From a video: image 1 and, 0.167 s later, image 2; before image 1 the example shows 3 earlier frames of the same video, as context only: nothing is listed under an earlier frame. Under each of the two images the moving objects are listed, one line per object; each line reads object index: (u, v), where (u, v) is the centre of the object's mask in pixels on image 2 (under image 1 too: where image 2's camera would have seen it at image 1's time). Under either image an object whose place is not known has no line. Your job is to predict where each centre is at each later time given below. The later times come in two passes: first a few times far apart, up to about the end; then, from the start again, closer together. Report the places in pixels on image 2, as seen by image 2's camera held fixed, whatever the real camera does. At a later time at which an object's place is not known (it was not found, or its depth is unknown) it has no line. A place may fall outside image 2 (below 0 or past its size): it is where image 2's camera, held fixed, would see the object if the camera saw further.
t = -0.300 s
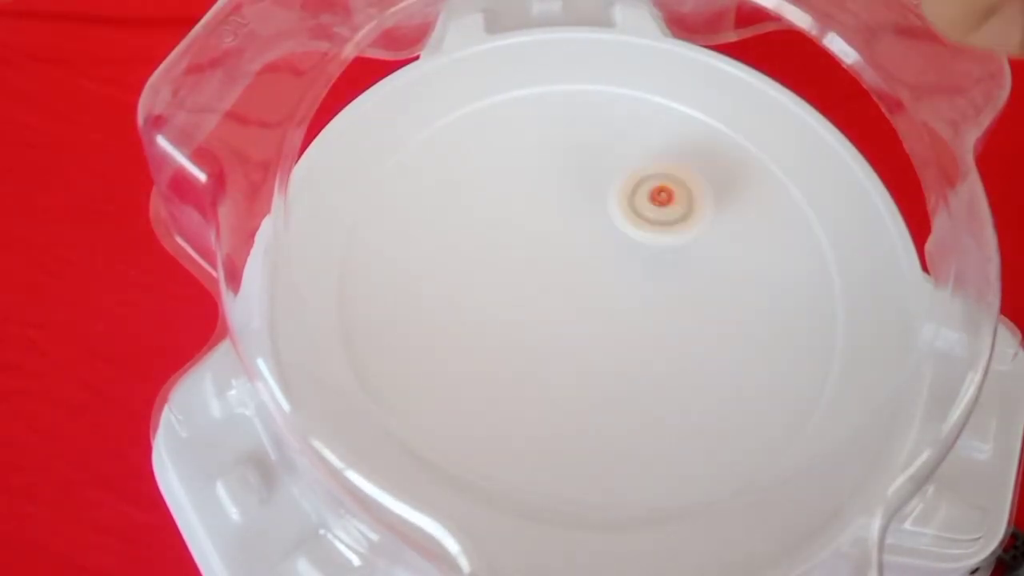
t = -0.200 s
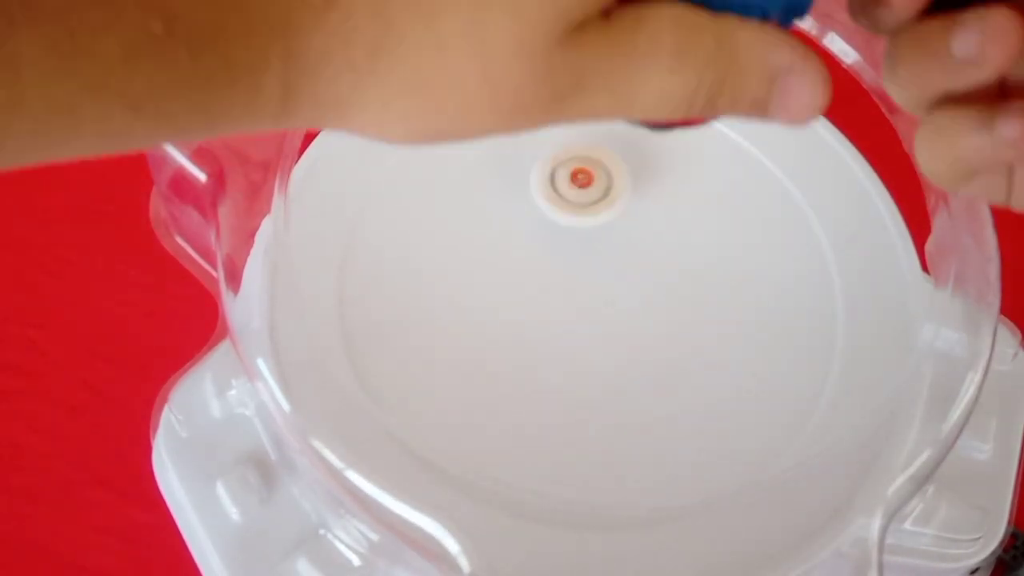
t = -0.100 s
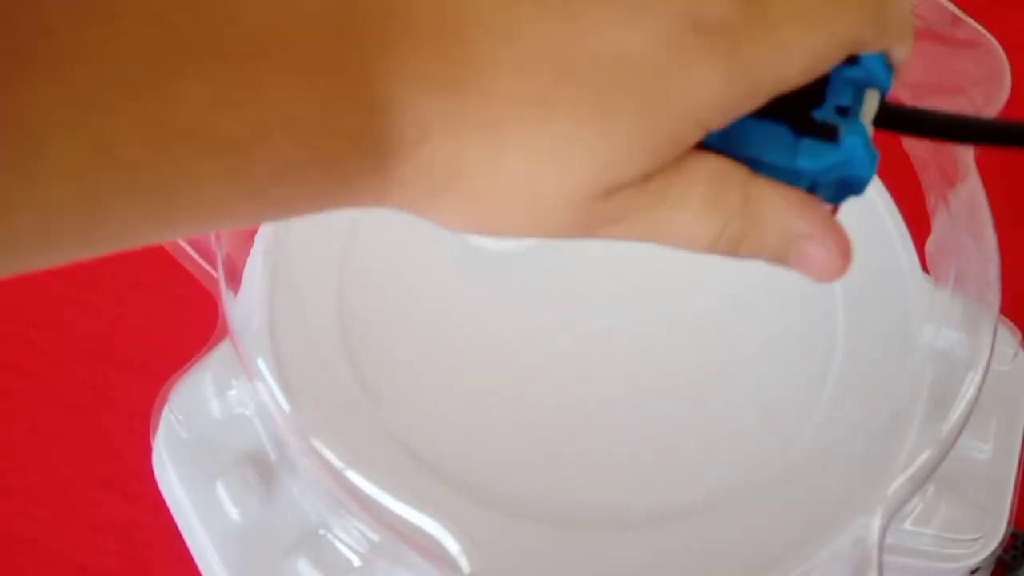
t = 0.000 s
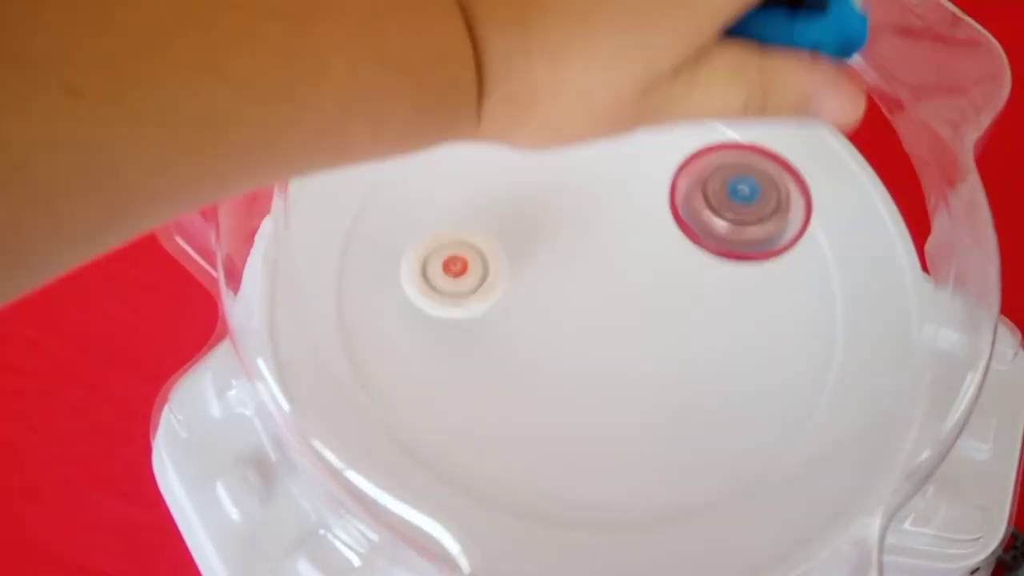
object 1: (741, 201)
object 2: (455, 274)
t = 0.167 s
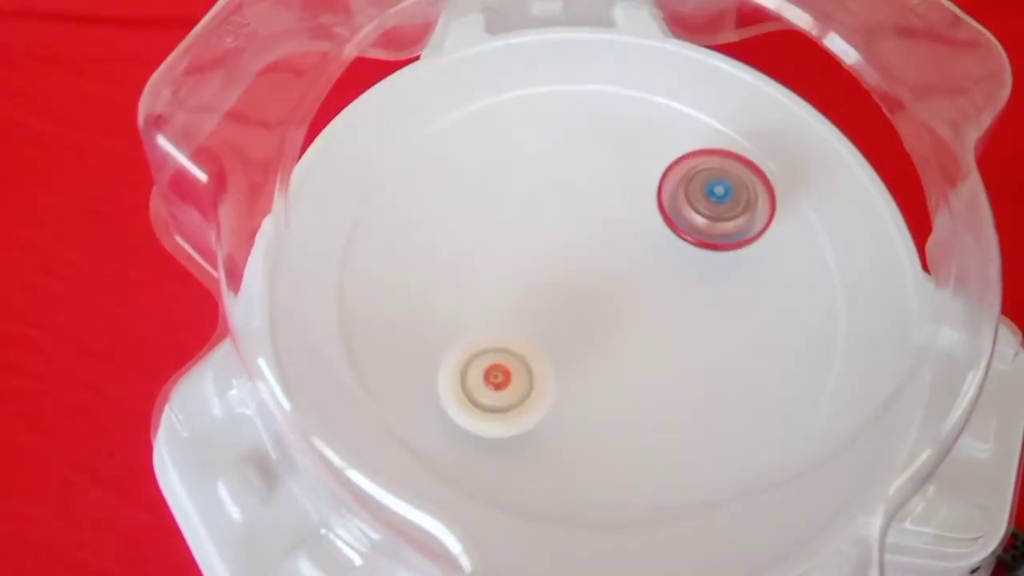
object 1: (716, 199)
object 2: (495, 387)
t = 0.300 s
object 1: (667, 206)
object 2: (591, 414)
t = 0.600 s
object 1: (530, 280)
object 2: (695, 278)
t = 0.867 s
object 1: (602, 362)
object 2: (563, 214)
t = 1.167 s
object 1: (667, 265)
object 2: (524, 337)
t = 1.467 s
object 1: (574, 253)
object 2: (654, 348)
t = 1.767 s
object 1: (511, 349)
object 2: (689, 286)
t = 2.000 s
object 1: (503, 384)
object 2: (689, 240)
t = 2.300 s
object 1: (610, 371)
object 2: (625, 240)
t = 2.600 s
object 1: (615, 344)
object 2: (560, 241)
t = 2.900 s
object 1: (583, 331)
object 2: (502, 230)
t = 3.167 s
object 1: (567, 322)
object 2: (485, 242)
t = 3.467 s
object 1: (609, 341)
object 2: (495, 228)
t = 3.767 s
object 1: (630, 281)
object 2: (523, 212)
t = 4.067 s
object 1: (600, 292)
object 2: (523, 198)
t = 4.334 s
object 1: (615, 305)
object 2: (546, 218)
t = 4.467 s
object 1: (624, 321)
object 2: (564, 226)
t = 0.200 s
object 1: (706, 204)
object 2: (519, 401)
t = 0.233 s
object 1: (695, 201)
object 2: (544, 409)
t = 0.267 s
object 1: (683, 203)
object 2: (567, 412)
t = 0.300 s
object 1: (667, 206)
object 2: (591, 414)
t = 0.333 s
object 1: (650, 211)
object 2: (615, 409)
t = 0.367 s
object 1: (631, 215)
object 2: (638, 403)
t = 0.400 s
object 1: (612, 220)
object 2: (658, 389)
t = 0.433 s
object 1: (592, 225)
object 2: (677, 374)
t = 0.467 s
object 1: (574, 232)
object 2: (688, 357)
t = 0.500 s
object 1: (558, 241)
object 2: (698, 336)
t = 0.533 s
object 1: (545, 251)
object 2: (701, 318)
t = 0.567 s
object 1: (536, 265)
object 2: (699, 296)
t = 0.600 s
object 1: (530, 280)
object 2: (695, 278)
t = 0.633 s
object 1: (530, 295)
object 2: (684, 262)
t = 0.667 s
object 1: (532, 311)
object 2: (671, 245)
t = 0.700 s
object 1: (538, 325)
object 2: (657, 233)
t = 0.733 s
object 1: (548, 338)
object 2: (640, 224)
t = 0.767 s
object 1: (561, 350)
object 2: (621, 215)
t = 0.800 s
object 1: (573, 357)
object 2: (603, 212)
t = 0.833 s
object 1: (588, 361)
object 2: (583, 213)
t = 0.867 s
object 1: (602, 362)
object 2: (563, 214)
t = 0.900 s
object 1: (615, 358)
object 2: (544, 220)
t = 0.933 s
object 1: (626, 350)
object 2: (527, 232)
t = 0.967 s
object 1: (637, 340)
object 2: (516, 241)
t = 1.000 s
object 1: (649, 330)
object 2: (508, 257)
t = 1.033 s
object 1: (657, 318)
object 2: (502, 274)
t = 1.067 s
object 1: (664, 306)
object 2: (502, 288)
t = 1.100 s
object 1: (668, 291)
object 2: (506, 306)
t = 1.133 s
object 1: (670, 278)
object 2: (513, 323)
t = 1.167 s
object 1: (667, 265)
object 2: (524, 337)
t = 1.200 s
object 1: (661, 255)
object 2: (540, 346)
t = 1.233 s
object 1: (652, 248)
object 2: (558, 356)
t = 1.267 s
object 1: (642, 244)
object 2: (576, 360)
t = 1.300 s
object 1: (631, 244)
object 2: (593, 360)
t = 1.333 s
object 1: (618, 247)
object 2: (609, 356)
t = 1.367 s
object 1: (606, 251)
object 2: (624, 349)
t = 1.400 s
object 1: (594, 252)
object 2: (636, 350)
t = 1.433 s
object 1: (583, 251)
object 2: (648, 352)
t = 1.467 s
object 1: (574, 253)
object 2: (654, 348)
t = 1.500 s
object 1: (565, 258)
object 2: (662, 340)
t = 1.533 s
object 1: (557, 265)
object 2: (670, 332)
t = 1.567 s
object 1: (551, 275)
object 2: (673, 326)
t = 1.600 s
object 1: (546, 287)
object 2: (672, 319)
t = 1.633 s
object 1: (544, 299)
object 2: (668, 314)
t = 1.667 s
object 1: (544, 312)
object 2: (664, 307)
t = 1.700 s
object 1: (546, 324)
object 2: (661, 300)
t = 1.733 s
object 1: (533, 337)
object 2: (673, 294)
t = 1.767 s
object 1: (511, 349)
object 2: (689, 286)
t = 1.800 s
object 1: (493, 357)
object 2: (696, 277)
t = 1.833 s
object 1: (482, 364)
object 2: (698, 271)
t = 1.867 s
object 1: (477, 370)
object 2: (698, 264)
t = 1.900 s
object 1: (477, 374)
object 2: (698, 258)
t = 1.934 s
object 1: (482, 378)
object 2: (696, 251)
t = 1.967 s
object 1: (491, 381)
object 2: (693, 245)
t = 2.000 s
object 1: (503, 384)
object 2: (689, 240)
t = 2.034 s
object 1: (517, 387)
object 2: (684, 235)
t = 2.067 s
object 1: (532, 389)
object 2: (678, 233)
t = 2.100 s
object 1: (545, 390)
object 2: (671, 231)
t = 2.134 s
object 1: (558, 391)
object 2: (664, 229)
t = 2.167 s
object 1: (570, 390)
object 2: (656, 230)
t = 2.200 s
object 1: (582, 388)
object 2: (648, 231)
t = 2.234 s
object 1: (594, 384)
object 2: (641, 233)
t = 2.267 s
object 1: (603, 378)
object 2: (633, 235)
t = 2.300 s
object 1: (610, 371)
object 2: (625, 240)
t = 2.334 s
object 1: (616, 364)
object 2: (617, 244)
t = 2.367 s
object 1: (621, 356)
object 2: (610, 250)
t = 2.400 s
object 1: (623, 351)
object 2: (604, 253)
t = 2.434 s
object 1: (626, 357)
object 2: (598, 246)
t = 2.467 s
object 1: (625, 358)
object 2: (592, 245)
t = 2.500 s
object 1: (622, 355)
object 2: (583, 246)
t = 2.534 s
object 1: (620, 348)
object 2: (576, 248)
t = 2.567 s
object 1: (617, 343)
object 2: (569, 249)
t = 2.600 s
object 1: (615, 344)
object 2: (560, 241)
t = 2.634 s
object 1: (612, 346)
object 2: (552, 238)
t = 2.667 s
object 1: (607, 343)
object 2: (545, 234)
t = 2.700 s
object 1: (600, 338)
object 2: (536, 233)
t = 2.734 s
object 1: (594, 333)
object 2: (529, 233)
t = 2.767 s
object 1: (589, 327)
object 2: (523, 235)
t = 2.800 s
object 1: (584, 323)
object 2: (518, 237)
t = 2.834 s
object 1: (580, 321)
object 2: (514, 237)
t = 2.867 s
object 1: (583, 326)
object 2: (508, 231)
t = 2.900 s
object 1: (583, 331)
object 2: (502, 230)
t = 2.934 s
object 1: (584, 334)
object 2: (496, 229)
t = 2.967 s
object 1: (582, 333)
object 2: (493, 231)
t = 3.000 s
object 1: (580, 333)
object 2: (489, 236)
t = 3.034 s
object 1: (575, 327)
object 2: (488, 236)
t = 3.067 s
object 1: (570, 324)
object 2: (488, 238)
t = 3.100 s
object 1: (565, 318)
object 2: (487, 241)
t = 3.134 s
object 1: (566, 320)
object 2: (485, 239)
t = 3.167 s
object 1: (567, 322)
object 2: (485, 242)
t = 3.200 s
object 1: (566, 325)
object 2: (485, 244)
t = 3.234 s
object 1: (565, 324)
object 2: (489, 247)
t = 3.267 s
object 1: (568, 327)
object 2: (490, 246)
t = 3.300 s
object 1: (569, 327)
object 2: (491, 245)
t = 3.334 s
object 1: (571, 328)
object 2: (493, 246)
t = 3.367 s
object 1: (574, 326)
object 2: (497, 244)
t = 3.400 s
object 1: (589, 335)
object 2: (496, 234)
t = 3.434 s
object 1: (599, 341)
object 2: (496, 231)
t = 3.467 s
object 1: (609, 341)
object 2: (495, 228)
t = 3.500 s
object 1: (617, 340)
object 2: (498, 227)
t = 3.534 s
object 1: (622, 333)
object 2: (500, 223)
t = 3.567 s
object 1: (629, 325)
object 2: (502, 224)
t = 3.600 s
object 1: (631, 316)
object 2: (507, 223)
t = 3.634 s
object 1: (631, 305)
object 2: (512, 222)
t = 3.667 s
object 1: (631, 295)
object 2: (517, 221)
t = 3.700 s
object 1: (626, 285)
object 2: (522, 223)
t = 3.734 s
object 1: (622, 277)
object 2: (529, 220)
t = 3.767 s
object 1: (630, 281)
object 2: (523, 212)
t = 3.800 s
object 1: (633, 284)
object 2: (522, 208)
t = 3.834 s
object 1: (633, 284)
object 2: (521, 204)
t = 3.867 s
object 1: (632, 285)
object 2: (521, 204)
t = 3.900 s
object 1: (625, 283)
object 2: (523, 204)
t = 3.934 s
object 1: (617, 279)
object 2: (524, 203)
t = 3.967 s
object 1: (609, 275)
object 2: (526, 206)
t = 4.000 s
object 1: (606, 279)
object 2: (525, 201)
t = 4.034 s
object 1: (603, 287)
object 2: (524, 199)
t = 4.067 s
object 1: (600, 292)
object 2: (523, 198)
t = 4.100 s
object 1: (598, 297)
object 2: (523, 197)
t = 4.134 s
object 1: (593, 300)
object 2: (524, 201)
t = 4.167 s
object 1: (590, 300)
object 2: (527, 203)
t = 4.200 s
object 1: (592, 300)
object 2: (530, 207)
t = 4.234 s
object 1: (596, 300)
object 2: (534, 211)
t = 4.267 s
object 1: (602, 300)
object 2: (538, 214)
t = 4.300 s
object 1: (609, 302)
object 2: (543, 217)
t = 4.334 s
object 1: (615, 305)
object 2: (546, 218)
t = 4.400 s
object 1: (620, 309)
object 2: (553, 223)
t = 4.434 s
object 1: (623, 314)
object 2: (559, 226)
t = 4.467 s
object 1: (624, 321)
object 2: (564, 226)
